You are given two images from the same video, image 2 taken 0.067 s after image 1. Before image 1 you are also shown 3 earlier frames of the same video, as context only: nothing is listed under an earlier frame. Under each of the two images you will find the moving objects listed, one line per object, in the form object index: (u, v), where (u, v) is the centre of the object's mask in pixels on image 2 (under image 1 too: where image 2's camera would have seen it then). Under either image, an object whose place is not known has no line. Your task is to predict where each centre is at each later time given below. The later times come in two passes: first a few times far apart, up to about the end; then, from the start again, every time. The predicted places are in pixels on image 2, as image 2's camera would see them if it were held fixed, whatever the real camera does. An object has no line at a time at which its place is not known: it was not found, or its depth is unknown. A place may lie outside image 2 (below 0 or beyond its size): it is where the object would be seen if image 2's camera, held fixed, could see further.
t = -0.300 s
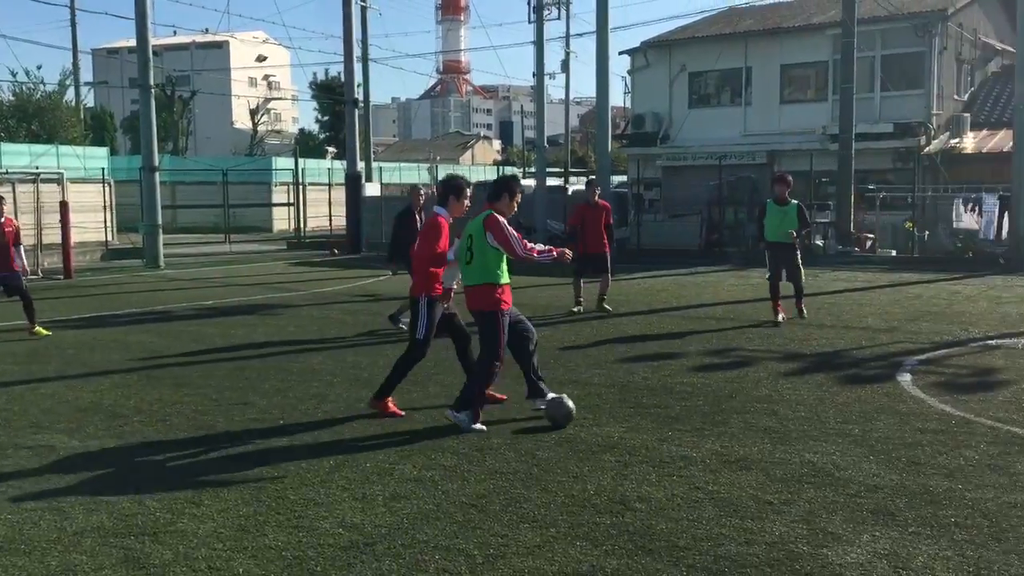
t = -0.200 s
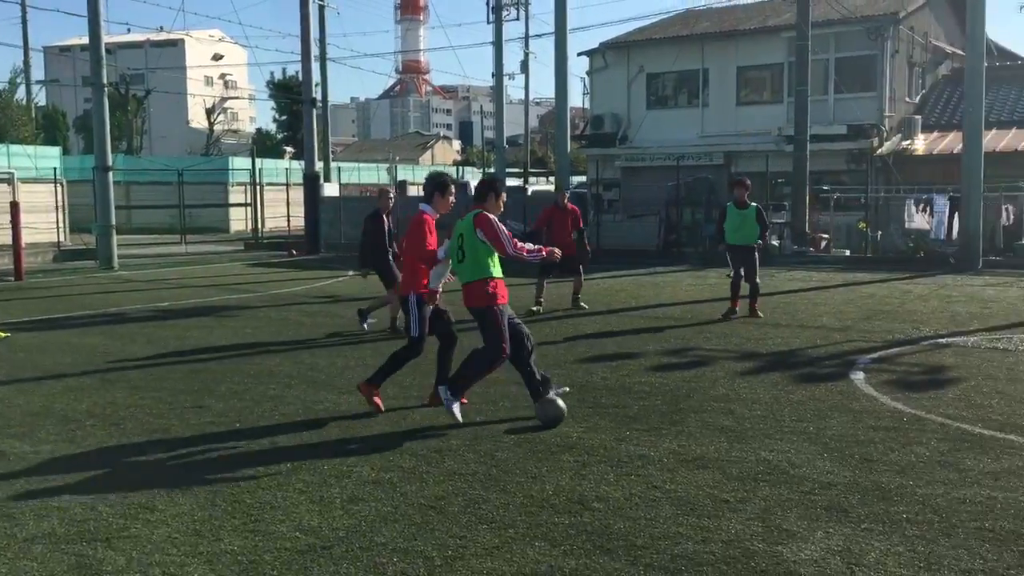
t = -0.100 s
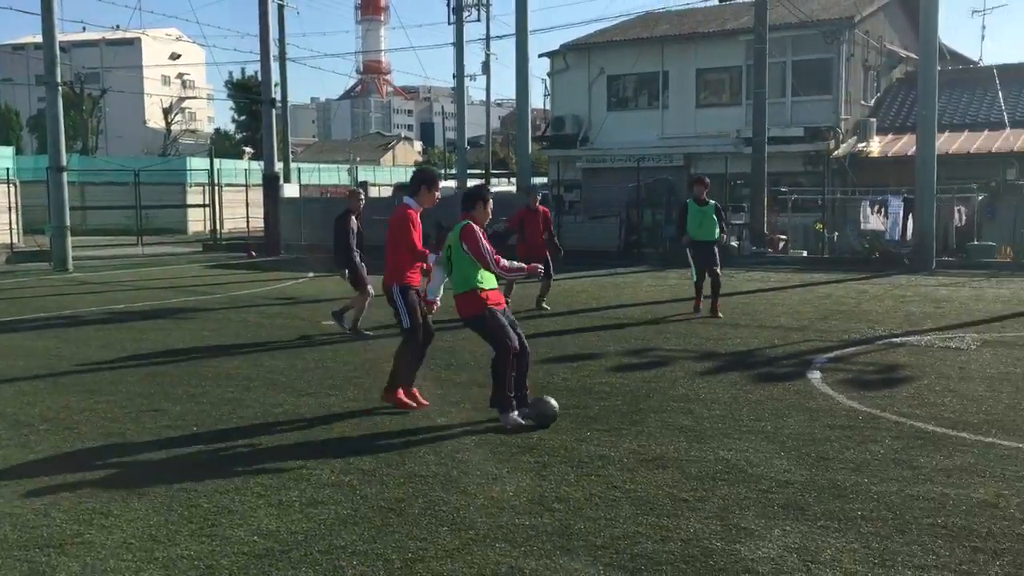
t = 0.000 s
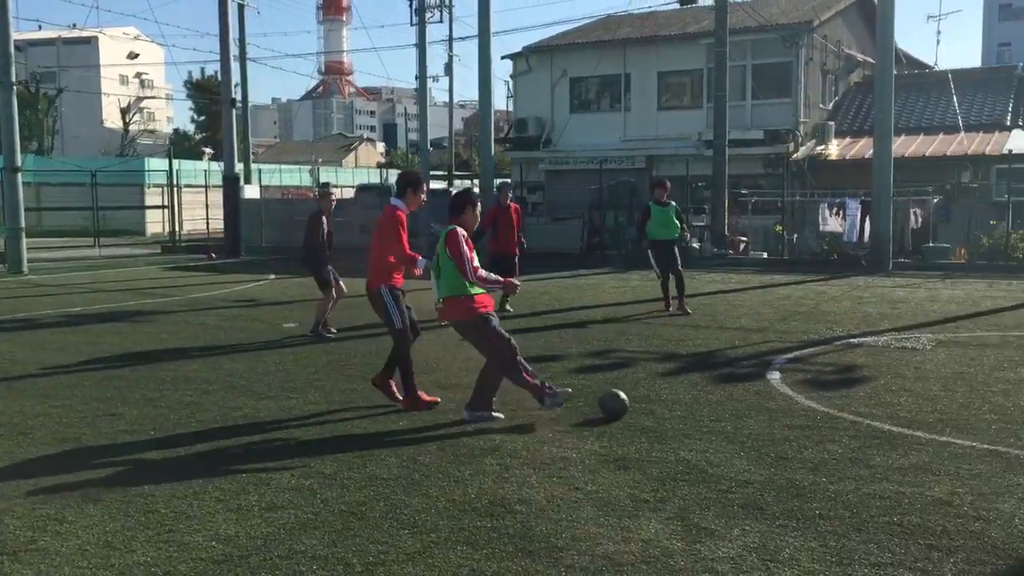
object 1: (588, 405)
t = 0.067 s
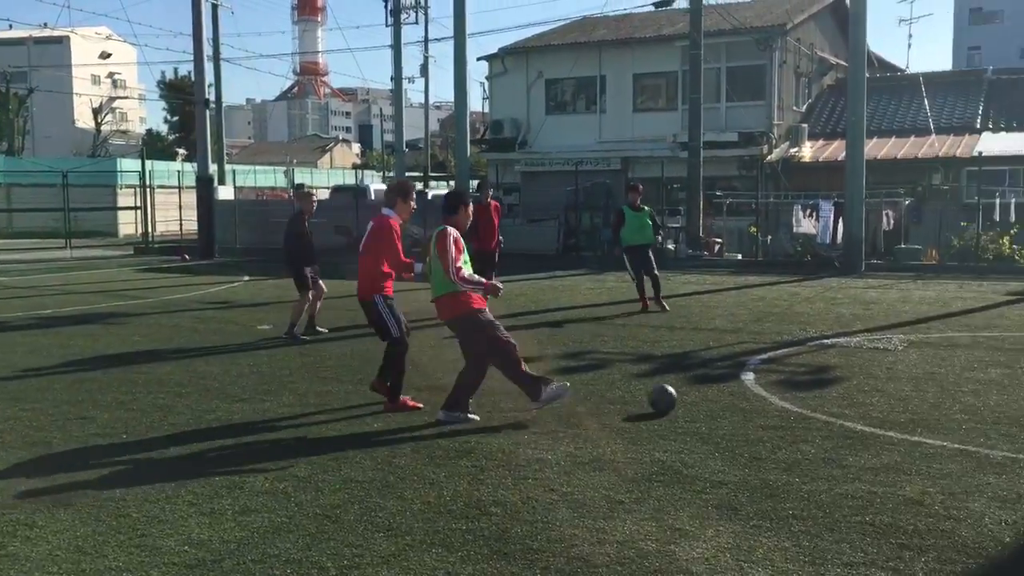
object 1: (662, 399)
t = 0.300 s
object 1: (871, 382)
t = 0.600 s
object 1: (1060, 367)
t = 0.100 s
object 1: (697, 396)
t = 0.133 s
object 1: (729, 393)
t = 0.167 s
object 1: (761, 391)
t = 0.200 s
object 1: (790, 389)
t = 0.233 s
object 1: (818, 386)
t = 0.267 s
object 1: (845, 384)
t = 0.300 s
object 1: (871, 382)
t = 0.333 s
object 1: (895, 379)
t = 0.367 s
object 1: (918, 378)
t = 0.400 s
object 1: (941, 376)
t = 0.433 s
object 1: (962, 374)
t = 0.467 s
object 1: (983, 373)
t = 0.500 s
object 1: (1003, 371)
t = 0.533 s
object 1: (1022, 370)
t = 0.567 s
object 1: (1041, 369)
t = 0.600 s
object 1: (1060, 367)
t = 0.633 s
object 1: (1077, 365)
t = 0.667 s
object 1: (1095, 363)
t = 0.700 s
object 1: (1112, 362)
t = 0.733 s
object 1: (1129, 361)
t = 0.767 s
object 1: (1145, 358)
